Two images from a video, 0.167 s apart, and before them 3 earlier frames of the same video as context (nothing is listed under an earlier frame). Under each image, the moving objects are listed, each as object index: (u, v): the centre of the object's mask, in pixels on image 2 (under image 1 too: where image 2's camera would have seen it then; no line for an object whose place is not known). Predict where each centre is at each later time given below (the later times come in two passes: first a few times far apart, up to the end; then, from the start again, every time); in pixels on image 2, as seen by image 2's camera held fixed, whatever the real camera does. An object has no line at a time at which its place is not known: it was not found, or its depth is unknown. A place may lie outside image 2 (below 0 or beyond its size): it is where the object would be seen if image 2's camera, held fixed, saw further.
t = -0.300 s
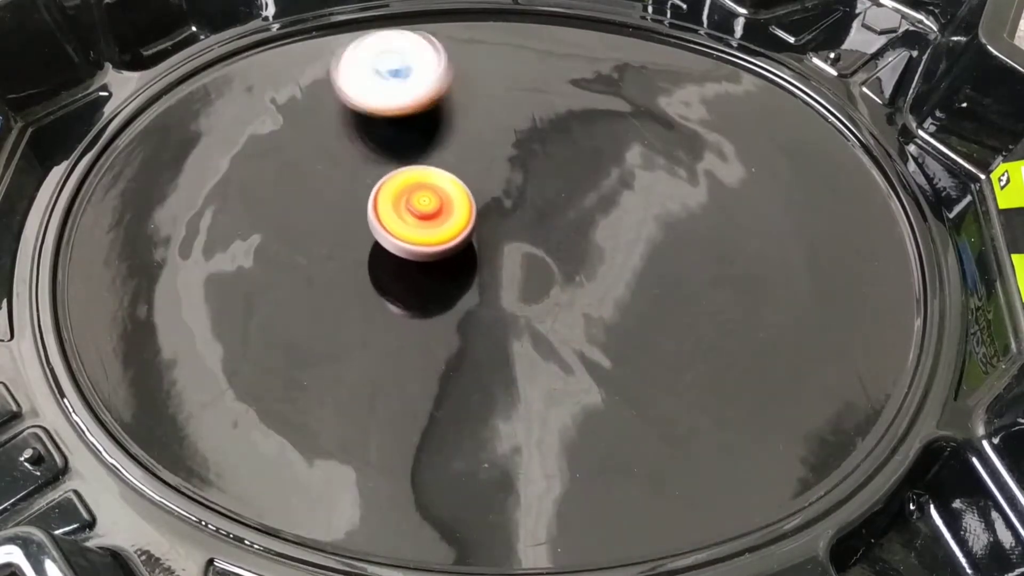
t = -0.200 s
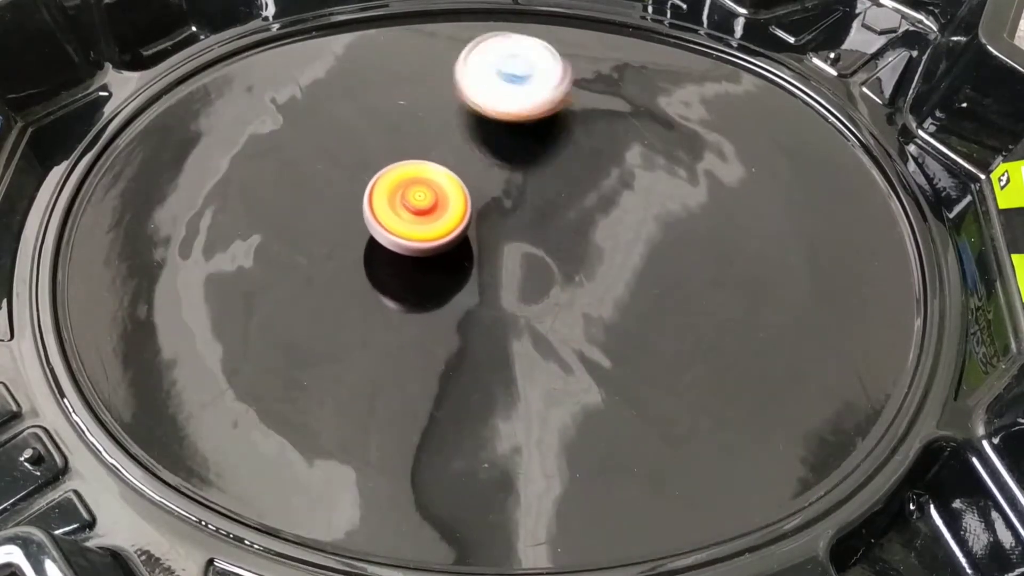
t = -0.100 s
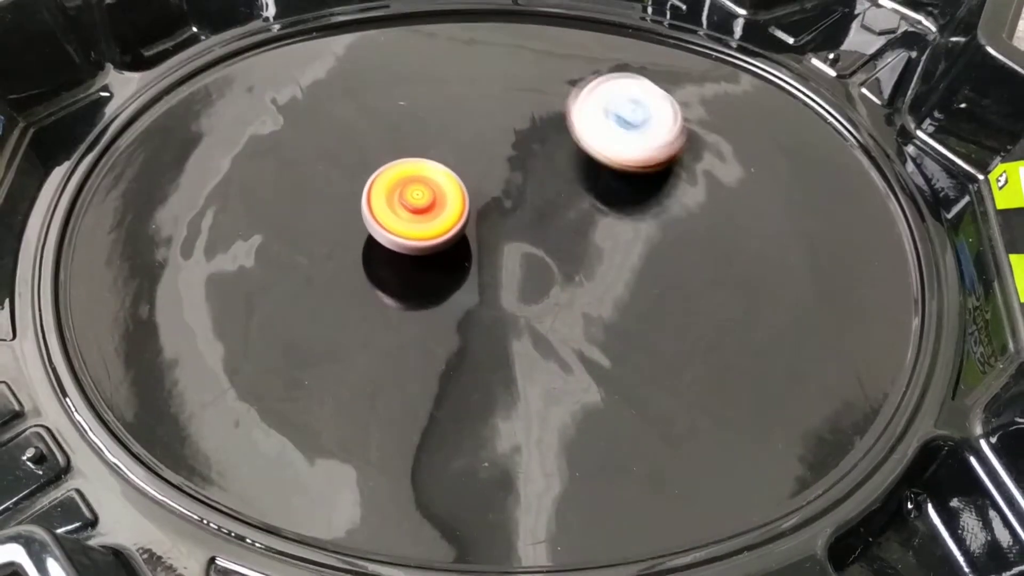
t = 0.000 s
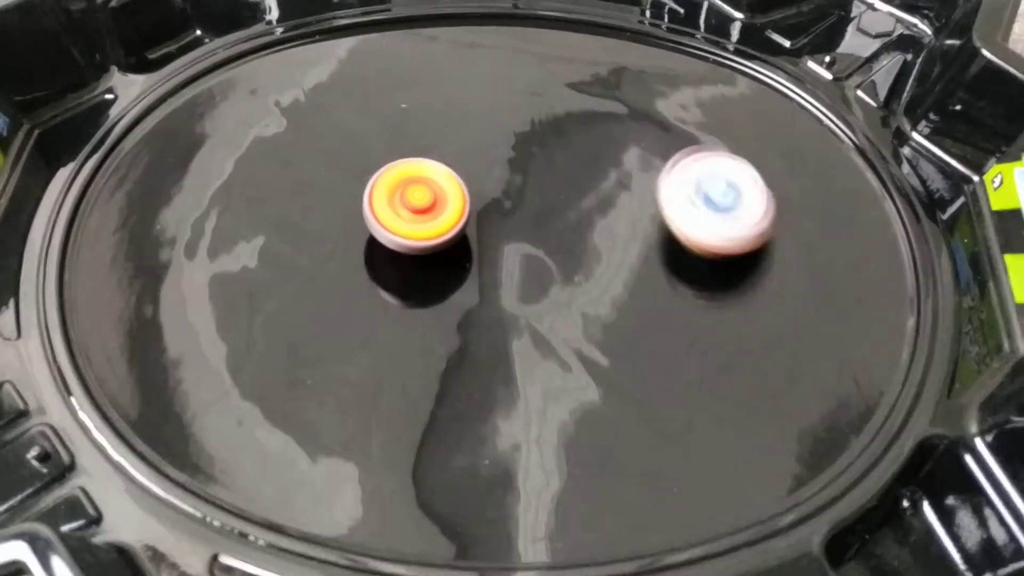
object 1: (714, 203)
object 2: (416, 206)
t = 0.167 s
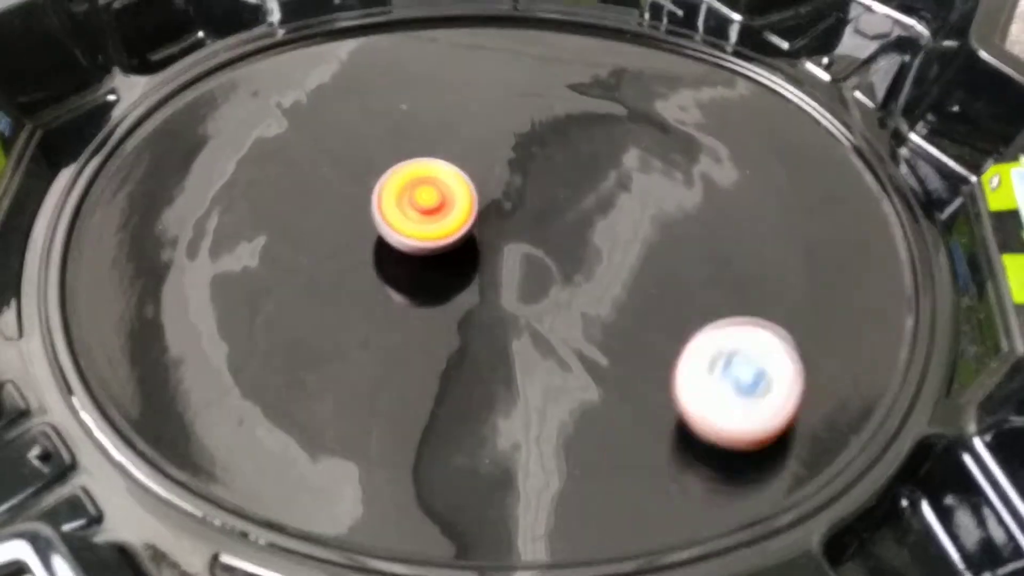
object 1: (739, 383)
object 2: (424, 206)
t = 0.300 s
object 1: (597, 479)
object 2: (435, 209)
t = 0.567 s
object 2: (462, 219)
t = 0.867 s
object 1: (327, 107)
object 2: (506, 250)
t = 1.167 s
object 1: (644, 137)
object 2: (530, 295)
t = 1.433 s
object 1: (699, 398)
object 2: (545, 320)
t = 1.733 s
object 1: (308, 415)
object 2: (537, 327)
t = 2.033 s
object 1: (267, 147)
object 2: (514, 321)
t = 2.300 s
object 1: (533, 99)
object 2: (486, 297)
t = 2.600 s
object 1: (714, 338)
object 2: (451, 257)
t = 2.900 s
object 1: (394, 450)
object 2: (428, 215)
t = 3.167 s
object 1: (239, 238)
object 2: (417, 201)
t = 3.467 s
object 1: (489, 103)
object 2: (424, 212)
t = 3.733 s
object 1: (708, 257)
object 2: (449, 229)
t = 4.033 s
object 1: (499, 453)
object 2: (481, 256)
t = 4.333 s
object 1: (260, 261)
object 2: (493, 302)
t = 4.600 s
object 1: (432, 107)
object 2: (507, 334)
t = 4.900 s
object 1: (683, 238)
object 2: (516, 351)
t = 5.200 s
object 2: (456, 272)
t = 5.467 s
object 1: (329, 435)
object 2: (394, 217)
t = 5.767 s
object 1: (201, 290)
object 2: (504, 102)
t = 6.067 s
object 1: (311, 211)
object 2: (583, 103)
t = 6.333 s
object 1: (511, 303)
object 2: (578, 220)
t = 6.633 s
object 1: (439, 427)
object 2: (619, 279)
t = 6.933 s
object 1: (408, 255)
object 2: (622, 341)
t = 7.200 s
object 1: (615, 208)
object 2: (573, 376)
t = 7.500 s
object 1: (708, 359)
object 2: (481, 363)
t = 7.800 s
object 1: (483, 377)
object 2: (378, 265)
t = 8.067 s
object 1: (457, 260)
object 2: (358, 200)
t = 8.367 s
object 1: (633, 258)
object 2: (399, 157)
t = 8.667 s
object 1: (531, 360)
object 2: (474, 165)
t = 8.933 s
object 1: (410, 223)
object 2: (532, 217)
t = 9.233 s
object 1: (558, 163)
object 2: (560, 299)
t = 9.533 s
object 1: (600, 269)
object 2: (488, 400)
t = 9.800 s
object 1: (493, 257)
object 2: (426, 401)
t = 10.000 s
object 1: (434, 220)
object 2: (383, 354)
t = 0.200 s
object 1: (715, 415)
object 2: (427, 206)
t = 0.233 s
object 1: (682, 444)
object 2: (429, 207)
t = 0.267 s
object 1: (642, 465)
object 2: (432, 208)
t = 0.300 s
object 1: (597, 479)
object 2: (435, 209)
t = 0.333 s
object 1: (548, 487)
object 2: (438, 210)
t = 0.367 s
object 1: (498, 487)
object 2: (441, 211)
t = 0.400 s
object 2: (444, 213)
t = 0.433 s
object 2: (447, 213)
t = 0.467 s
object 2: (451, 215)
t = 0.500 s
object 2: (454, 216)
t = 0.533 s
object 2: (458, 217)
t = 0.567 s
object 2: (462, 219)
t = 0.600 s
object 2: (468, 221)
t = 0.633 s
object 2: (473, 223)
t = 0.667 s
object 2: (479, 226)
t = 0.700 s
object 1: (223, 237)
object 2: (484, 229)
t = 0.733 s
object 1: (233, 205)
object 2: (490, 233)
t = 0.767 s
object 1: (250, 175)
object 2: (494, 237)
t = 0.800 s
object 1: (271, 149)
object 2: (499, 241)
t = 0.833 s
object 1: (298, 125)
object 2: (503, 246)
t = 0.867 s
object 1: (327, 107)
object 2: (506, 250)
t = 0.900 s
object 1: (359, 92)
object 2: (510, 255)
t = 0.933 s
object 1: (395, 82)
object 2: (513, 260)
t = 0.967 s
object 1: (430, 76)
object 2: (516, 265)
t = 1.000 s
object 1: (467, 76)
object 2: (518, 271)
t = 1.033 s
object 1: (505, 80)
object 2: (519, 277)
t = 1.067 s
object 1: (541, 88)
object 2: (521, 282)
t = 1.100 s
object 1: (577, 100)
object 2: (524, 287)
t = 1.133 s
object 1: (612, 117)
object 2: (527, 291)
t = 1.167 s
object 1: (644, 137)
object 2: (530, 295)
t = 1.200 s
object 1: (674, 161)
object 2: (533, 299)
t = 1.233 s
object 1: (699, 189)
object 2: (536, 303)
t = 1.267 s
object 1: (720, 221)
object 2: (539, 307)
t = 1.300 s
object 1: (733, 256)
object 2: (541, 310)
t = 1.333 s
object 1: (738, 292)
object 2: (543, 313)
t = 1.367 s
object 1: (735, 329)
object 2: (544, 316)
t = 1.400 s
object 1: (722, 365)
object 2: (545, 318)
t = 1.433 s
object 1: (699, 398)
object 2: (545, 320)
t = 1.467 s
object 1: (666, 425)
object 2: (546, 322)
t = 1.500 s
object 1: (627, 446)
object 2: (545, 324)
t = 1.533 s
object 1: (582, 461)
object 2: (545, 324)
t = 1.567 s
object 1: (533, 468)
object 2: (545, 326)
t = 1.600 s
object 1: (485, 469)
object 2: (543, 326)
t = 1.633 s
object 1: (436, 462)
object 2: (542, 327)
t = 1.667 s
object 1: (391, 450)
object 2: (541, 327)
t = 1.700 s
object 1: (347, 434)
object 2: (539, 327)
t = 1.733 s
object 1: (308, 415)
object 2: (537, 327)
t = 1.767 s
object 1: (274, 390)
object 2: (536, 327)
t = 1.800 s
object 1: (249, 361)
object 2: (533, 327)
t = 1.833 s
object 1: (230, 329)
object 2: (531, 327)
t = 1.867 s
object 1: (220, 297)
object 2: (529, 326)
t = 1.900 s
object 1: (216, 263)
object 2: (527, 326)
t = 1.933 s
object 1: (219, 231)
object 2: (524, 325)
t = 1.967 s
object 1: (230, 200)
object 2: (521, 324)
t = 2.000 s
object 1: (245, 173)
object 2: (518, 322)
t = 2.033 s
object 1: (267, 147)
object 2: (514, 321)
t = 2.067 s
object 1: (292, 126)
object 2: (511, 319)
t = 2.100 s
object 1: (323, 108)
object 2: (508, 317)
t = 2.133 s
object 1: (355, 95)
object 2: (504, 314)
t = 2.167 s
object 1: (389, 87)
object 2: (501, 311)
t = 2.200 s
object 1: (425, 83)
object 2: (497, 308)
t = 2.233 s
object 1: (460, 83)
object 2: (493, 305)
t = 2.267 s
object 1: (497, 89)
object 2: (490, 301)
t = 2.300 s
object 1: (533, 99)
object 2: (486, 297)
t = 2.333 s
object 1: (568, 113)
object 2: (482, 293)
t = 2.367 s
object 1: (601, 129)
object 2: (479, 289)
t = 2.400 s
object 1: (631, 150)
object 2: (475, 285)
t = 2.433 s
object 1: (659, 175)
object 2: (472, 281)
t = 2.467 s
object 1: (683, 203)
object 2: (468, 277)
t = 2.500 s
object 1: (702, 235)
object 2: (464, 272)
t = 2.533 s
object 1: (713, 268)
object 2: (459, 267)
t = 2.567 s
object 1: (717, 302)
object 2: (455, 262)
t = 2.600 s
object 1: (714, 338)
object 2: (451, 257)
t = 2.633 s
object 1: (701, 371)
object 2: (448, 252)
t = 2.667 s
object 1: (680, 400)
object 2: (445, 246)
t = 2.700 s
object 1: (650, 426)
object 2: (442, 241)
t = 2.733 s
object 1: (614, 446)
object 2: (439, 236)
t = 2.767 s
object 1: (573, 460)
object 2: (437, 231)
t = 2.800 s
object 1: (528, 468)
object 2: (435, 226)
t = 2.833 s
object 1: (482, 469)
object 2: (433, 222)
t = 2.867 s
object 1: (436, 463)
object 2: (431, 218)
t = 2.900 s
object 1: (394, 450)
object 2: (428, 215)
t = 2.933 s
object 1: (353, 436)
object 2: (426, 212)
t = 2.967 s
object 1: (316, 417)
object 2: (424, 209)
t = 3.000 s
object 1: (284, 394)
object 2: (422, 206)
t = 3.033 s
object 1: (260, 366)
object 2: (420, 204)
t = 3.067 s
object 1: (243, 334)
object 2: (419, 203)
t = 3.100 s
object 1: (234, 303)
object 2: (418, 202)
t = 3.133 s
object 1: (233, 270)
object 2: (417, 201)
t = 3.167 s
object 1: (239, 238)
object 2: (417, 201)
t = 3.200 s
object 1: (251, 209)
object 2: (417, 202)
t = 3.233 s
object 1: (269, 181)
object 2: (417, 202)
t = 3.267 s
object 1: (291, 157)
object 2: (417, 203)
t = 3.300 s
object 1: (319, 137)
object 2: (418, 204)
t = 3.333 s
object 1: (350, 121)
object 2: (418, 205)
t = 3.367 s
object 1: (383, 109)
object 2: (419, 206)
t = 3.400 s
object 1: (418, 103)
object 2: (420, 208)
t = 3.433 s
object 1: (454, 101)
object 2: (422, 210)
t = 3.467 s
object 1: (489, 103)
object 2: (424, 212)
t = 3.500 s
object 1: (523, 109)
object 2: (426, 214)
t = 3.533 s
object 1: (557, 119)
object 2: (429, 216)
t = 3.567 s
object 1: (591, 133)
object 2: (431, 218)
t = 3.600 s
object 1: (621, 151)
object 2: (434, 220)
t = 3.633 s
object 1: (649, 173)
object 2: (438, 222)
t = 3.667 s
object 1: (674, 197)
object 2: (441, 225)
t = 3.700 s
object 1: (694, 226)
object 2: (445, 227)
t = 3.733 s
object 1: (708, 257)
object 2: (449, 229)
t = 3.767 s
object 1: (715, 290)
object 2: (453, 230)
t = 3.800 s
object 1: (713, 324)
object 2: (457, 232)
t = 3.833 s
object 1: (704, 356)
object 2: (461, 234)
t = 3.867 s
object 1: (684, 385)
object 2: (466, 237)
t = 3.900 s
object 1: (658, 410)
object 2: (469, 240)
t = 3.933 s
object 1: (625, 431)
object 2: (473, 244)
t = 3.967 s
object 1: (586, 445)
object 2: (476, 248)
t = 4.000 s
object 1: (543, 452)
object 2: (478, 252)
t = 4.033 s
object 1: (499, 453)
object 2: (481, 256)
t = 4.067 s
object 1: (455, 447)
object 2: (483, 261)
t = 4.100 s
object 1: (414, 435)
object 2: (485, 266)
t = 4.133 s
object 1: (376, 419)
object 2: (486, 271)
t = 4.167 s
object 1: (340, 400)
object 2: (487, 276)
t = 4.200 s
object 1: (309, 379)
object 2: (487, 282)
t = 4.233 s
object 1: (286, 352)
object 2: (488, 287)
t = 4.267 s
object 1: (270, 322)
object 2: (489, 292)
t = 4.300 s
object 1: (261, 292)
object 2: (491, 297)
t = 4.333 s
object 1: (260, 261)
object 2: (493, 302)
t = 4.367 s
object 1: (266, 230)
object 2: (495, 306)
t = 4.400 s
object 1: (277, 202)
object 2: (497, 311)
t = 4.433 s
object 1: (293, 177)
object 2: (499, 315)
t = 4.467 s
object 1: (316, 155)
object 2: (500, 319)
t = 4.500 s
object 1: (342, 136)
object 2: (502, 323)
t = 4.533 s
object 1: (369, 122)
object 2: (504, 327)
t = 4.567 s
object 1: (400, 112)
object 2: (505, 330)
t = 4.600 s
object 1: (432, 107)
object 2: (507, 334)
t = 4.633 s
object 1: (465, 106)
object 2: (508, 337)
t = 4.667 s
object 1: (498, 109)
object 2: (509, 340)
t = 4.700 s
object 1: (531, 116)
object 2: (510, 343)
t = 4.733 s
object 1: (563, 127)
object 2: (512, 346)
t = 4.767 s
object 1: (593, 141)
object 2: (513, 347)
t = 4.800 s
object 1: (621, 160)
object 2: (514, 349)
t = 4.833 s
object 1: (646, 183)
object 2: (515, 350)
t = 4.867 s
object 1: (667, 208)
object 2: (515, 351)
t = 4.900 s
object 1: (683, 238)
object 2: (516, 351)
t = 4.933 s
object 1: (691, 268)
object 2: (517, 350)
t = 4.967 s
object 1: (692, 302)
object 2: (518, 349)
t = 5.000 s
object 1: (685, 334)
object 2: (518, 348)
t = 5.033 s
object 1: (669, 363)
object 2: (519, 346)
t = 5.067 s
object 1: (645, 390)
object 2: (519, 344)
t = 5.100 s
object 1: (614, 411)
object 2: (518, 341)
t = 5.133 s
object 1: (606, 451)
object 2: (497, 319)
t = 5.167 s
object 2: (475, 293)
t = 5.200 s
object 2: (456, 272)
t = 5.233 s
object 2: (441, 255)
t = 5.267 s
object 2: (429, 243)
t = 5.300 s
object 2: (421, 235)
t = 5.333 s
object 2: (415, 231)
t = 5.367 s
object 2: (409, 227)
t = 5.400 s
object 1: (388, 478)
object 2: (403, 223)
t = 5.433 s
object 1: (357, 457)
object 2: (399, 220)
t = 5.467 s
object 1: (329, 435)
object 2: (394, 217)
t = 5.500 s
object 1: (306, 410)
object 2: (390, 215)
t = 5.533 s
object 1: (290, 381)
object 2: (387, 212)
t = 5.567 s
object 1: (284, 351)
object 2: (384, 209)
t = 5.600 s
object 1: (285, 319)
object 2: (382, 207)
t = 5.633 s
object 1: (294, 288)
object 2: (380, 205)
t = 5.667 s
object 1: (285, 275)
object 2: (394, 188)
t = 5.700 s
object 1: (248, 284)
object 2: (435, 154)
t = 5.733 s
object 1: (220, 289)
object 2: (473, 126)
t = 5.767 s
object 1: (201, 290)
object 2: (504, 102)
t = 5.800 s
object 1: (192, 289)
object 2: (532, 84)
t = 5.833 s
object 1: (190, 284)
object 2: (554, 73)
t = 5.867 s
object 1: (193, 276)
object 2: (570, 67)
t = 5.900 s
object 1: (201, 266)
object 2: (581, 67)
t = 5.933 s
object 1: (214, 253)
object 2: (586, 69)
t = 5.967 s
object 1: (231, 239)
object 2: (588, 73)
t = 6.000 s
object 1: (253, 227)
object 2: (588, 81)
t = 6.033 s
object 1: (280, 217)
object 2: (587, 90)
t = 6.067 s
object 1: (311, 211)
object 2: (583, 103)
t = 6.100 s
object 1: (344, 208)
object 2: (579, 118)
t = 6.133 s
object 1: (378, 210)
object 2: (574, 135)
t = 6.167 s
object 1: (411, 215)
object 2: (569, 152)
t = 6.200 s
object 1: (443, 224)
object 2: (563, 171)
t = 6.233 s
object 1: (468, 238)
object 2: (561, 188)
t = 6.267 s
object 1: (480, 258)
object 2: (568, 200)
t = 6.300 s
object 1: (495, 280)
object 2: (573, 210)
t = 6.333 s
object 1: (511, 303)
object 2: (578, 220)
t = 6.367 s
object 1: (522, 326)
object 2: (582, 229)
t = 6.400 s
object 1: (528, 349)
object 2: (586, 237)
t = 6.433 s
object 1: (530, 370)
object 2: (590, 243)
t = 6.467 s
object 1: (525, 390)
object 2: (596, 249)
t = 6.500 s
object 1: (516, 407)
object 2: (601, 255)
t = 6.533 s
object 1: (501, 419)
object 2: (606, 261)
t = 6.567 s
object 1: (483, 428)
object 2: (611, 267)
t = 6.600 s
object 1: (461, 430)
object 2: (615, 273)
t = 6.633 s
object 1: (439, 427)
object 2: (619, 279)
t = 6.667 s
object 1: (416, 417)
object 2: (622, 286)
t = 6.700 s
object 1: (396, 403)
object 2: (625, 292)
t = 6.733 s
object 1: (378, 385)
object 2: (627, 299)
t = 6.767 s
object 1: (367, 363)
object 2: (628, 306)
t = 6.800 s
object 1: (363, 340)
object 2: (628, 314)
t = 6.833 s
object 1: (366, 317)
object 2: (628, 321)
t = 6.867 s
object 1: (375, 294)
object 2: (627, 328)
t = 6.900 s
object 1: (389, 274)
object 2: (625, 334)
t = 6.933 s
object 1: (408, 255)
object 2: (622, 341)
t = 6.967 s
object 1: (430, 240)
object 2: (619, 347)
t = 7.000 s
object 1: (454, 228)
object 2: (615, 353)
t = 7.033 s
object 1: (479, 219)
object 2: (610, 358)
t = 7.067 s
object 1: (504, 211)
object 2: (604, 363)
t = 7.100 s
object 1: (532, 206)
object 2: (597, 367)
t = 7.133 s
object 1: (559, 204)
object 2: (590, 371)
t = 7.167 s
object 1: (588, 204)
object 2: (581, 374)
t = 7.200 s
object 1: (615, 208)
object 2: (573, 376)
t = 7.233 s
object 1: (642, 214)
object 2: (563, 378)
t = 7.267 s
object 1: (668, 225)
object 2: (553, 378)
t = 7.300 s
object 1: (691, 237)
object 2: (544, 379)
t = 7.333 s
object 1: (710, 254)
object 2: (533, 378)
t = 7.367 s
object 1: (724, 273)
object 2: (522, 376)
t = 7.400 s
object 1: (733, 295)
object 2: (512, 374)
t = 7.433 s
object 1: (733, 318)
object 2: (501, 371)
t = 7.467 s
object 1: (725, 340)
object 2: (491, 367)
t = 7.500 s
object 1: (708, 359)
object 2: (481, 363)
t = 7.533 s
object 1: (683, 375)
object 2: (472, 357)
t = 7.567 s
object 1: (652, 385)
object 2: (462, 352)
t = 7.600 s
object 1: (618, 389)
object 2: (453, 345)
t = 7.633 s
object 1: (583, 389)
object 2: (445, 338)
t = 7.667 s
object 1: (547, 383)
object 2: (436, 330)
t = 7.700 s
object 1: (526, 381)
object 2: (420, 313)
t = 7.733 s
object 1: (511, 384)
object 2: (401, 296)
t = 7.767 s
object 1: (498, 382)
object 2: (388, 279)
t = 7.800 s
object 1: (483, 377)
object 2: (378, 265)
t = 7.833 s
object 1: (467, 367)
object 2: (373, 253)
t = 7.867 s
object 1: (454, 353)
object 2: (369, 244)
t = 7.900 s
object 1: (443, 337)
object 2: (366, 237)
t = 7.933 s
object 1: (437, 318)
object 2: (363, 229)
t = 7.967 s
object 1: (435, 301)
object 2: (361, 222)
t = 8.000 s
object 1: (437, 284)
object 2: (360, 214)
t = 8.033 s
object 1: (446, 271)
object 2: (358, 207)
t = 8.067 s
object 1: (457, 260)
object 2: (358, 200)
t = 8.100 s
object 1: (472, 252)
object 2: (360, 193)
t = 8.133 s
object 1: (490, 245)
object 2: (362, 187)
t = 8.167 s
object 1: (509, 240)
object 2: (365, 181)
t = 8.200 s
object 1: (530, 235)
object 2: (369, 176)
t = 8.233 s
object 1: (551, 231)
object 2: (374, 171)
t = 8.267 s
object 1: (573, 232)
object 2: (380, 167)
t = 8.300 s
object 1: (595, 237)
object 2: (386, 163)
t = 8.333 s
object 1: (615, 245)
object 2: (392, 160)
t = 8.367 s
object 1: (633, 258)
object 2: (399, 157)
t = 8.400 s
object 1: (646, 274)
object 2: (406, 155)
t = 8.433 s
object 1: (654, 291)
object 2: (414, 154)
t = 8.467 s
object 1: (656, 310)
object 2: (422, 154)
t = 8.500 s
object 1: (649, 328)
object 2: (431, 154)
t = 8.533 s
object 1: (635, 343)
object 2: (439, 155)
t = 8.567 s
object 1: (615, 355)
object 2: (448, 156)
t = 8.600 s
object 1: (589, 361)
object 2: (456, 159)
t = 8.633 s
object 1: (560, 364)
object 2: (465, 162)
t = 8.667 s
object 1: (531, 360)
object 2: (474, 165)
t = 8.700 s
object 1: (503, 351)
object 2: (482, 170)
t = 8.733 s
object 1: (477, 338)
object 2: (490, 175)
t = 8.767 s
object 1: (457, 322)
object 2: (498, 181)
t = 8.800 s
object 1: (439, 303)
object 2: (505, 187)
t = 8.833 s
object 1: (425, 284)
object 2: (512, 193)
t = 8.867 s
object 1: (416, 264)
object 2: (519, 201)
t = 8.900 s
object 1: (410, 243)
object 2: (526, 209)
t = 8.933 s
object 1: (410, 223)
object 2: (532, 217)
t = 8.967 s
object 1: (414, 204)
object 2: (537, 226)
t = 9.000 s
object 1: (424, 187)
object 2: (542, 235)
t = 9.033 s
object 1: (436, 172)
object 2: (547, 245)
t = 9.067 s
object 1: (453, 160)
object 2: (551, 254)
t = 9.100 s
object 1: (472, 152)
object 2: (555, 263)
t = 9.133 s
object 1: (493, 149)
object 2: (557, 273)
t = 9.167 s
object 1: (515, 149)
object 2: (559, 282)
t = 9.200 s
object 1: (537, 154)
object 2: (560, 290)
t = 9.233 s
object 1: (558, 163)
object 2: (560, 299)
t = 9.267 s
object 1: (576, 177)
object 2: (560, 308)
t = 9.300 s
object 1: (591, 195)
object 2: (558, 316)
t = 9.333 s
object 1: (601, 216)
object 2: (556, 323)
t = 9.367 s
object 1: (606, 238)
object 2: (553, 331)
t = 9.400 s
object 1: (607, 254)
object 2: (542, 345)
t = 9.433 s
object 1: (612, 257)
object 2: (525, 367)
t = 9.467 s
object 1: (613, 260)
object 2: (509, 383)
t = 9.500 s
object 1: (608, 264)
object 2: (497, 393)
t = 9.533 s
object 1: (600, 269)
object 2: (488, 400)
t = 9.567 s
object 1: (590, 274)
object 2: (480, 404)
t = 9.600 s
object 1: (578, 278)
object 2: (473, 407)
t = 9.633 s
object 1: (564, 281)
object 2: (466, 409)
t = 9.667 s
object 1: (546, 281)
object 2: (458, 410)
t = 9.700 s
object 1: (529, 278)
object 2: (450, 409)
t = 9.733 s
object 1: (516, 273)
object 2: (442, 408)
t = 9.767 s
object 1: (504, 266)
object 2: (434, 405)
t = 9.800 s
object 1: (493, 257)
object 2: (426, 401)
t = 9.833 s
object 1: (483, 249)
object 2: (419, 396)
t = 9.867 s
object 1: (472, 241)
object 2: (411, 389)
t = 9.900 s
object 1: (461, 234)
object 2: (404, 381)
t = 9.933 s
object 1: (451, 230)
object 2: (397, 373)
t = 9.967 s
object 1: (442, 226)
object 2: (390, 363)
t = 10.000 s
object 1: (434, 220)
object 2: (383, 354)
